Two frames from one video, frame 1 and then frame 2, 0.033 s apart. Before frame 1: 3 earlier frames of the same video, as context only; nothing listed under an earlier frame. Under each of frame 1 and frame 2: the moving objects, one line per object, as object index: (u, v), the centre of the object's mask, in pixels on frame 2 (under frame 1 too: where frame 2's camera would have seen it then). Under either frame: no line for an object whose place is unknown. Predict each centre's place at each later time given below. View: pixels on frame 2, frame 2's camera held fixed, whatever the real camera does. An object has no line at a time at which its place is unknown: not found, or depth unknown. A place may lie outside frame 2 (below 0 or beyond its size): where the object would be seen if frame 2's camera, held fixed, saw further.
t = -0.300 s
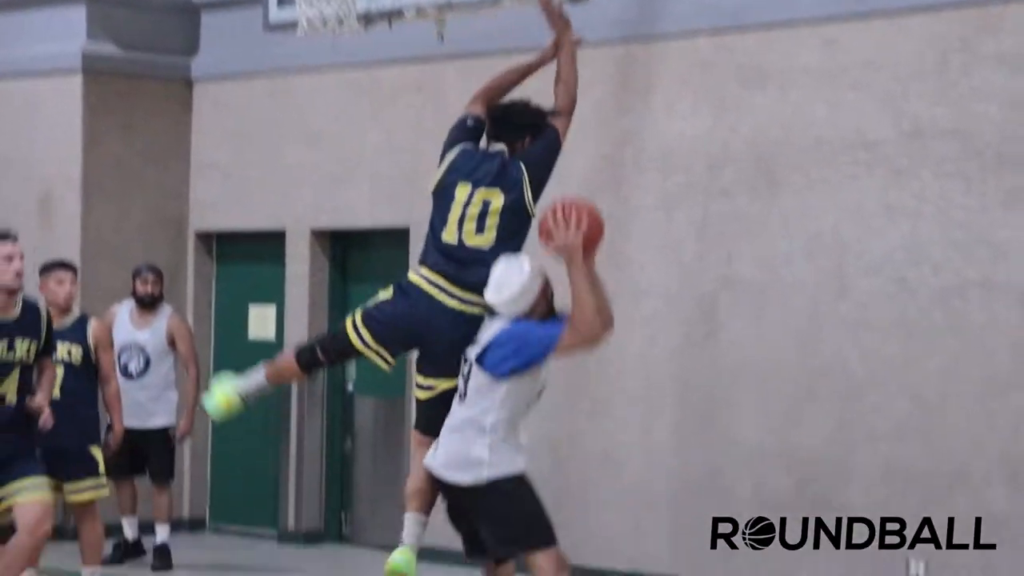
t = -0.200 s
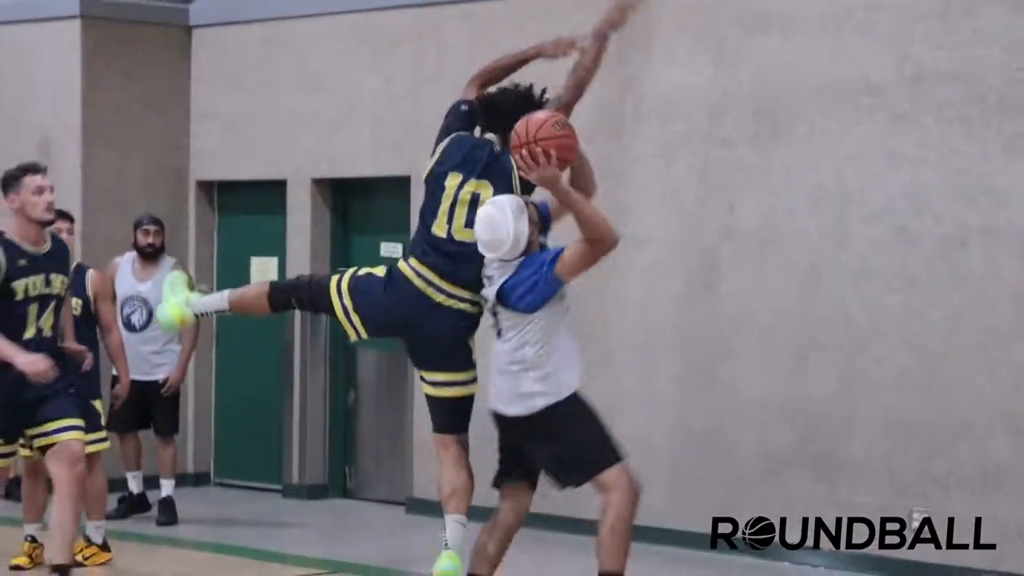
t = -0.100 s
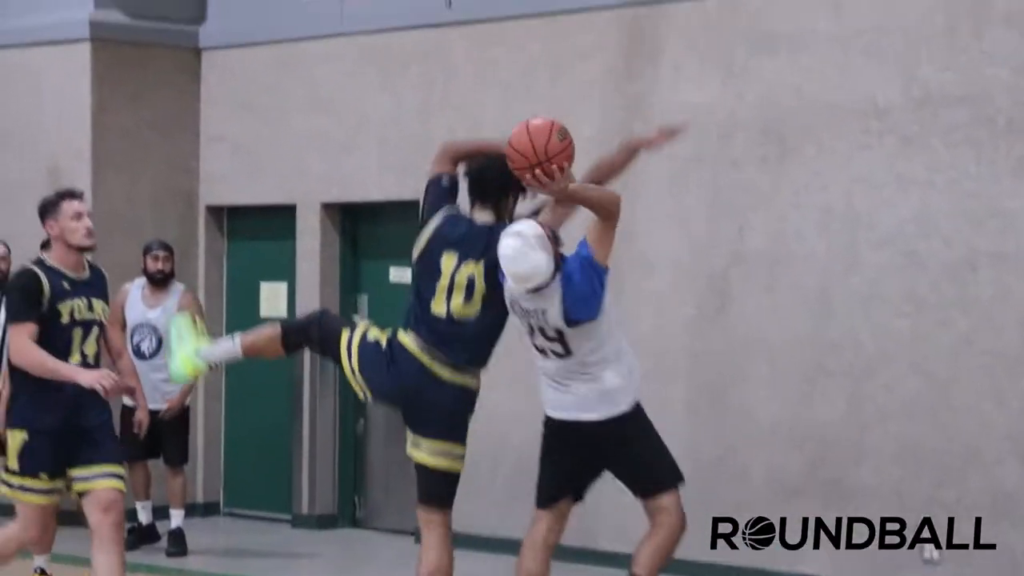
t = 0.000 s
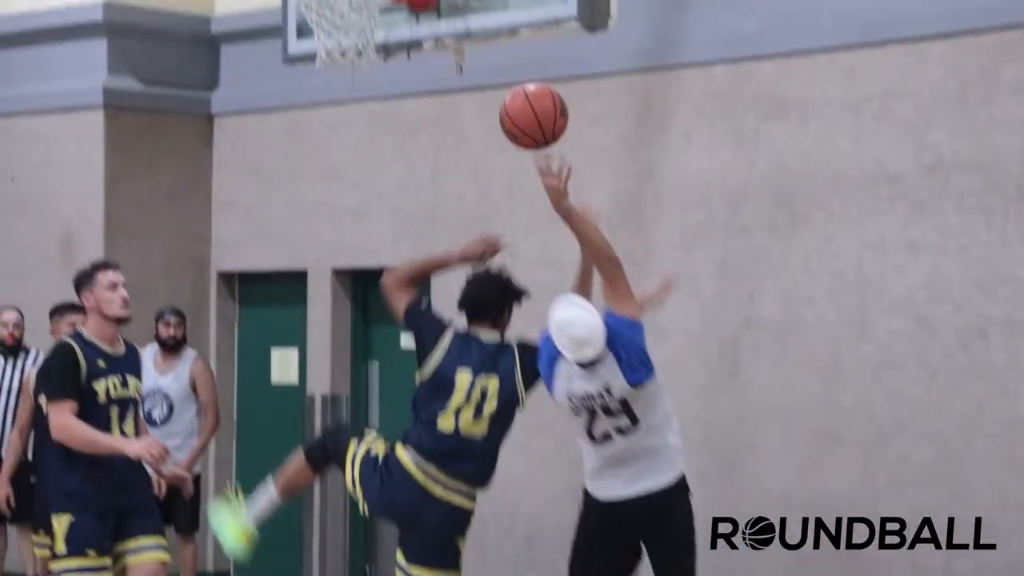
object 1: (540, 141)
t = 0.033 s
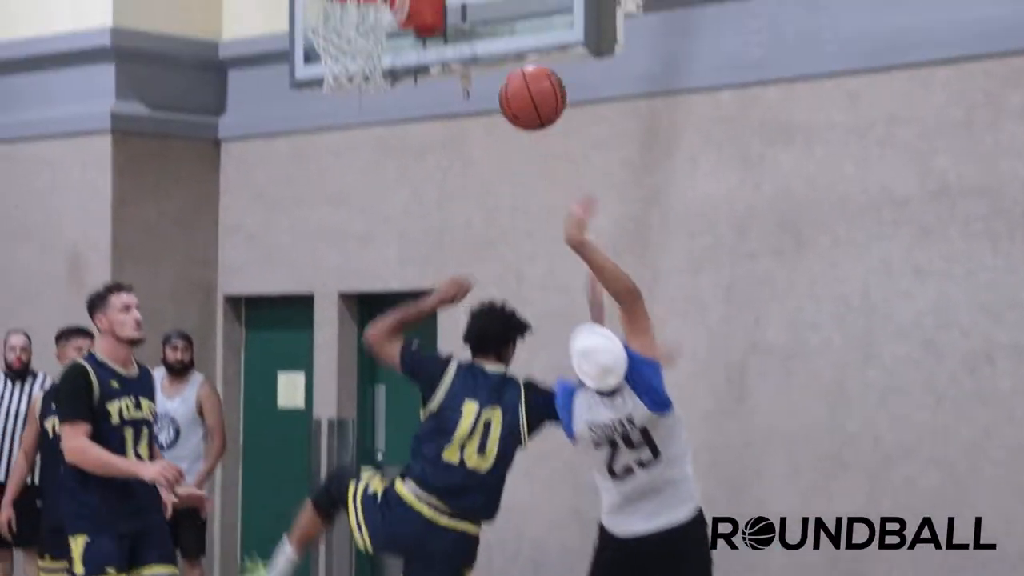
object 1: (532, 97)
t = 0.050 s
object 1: (528, 78)
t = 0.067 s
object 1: (524, 58)
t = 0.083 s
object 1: (520, 39)
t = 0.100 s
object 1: (516, 20)
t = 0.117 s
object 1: (513, 3)
